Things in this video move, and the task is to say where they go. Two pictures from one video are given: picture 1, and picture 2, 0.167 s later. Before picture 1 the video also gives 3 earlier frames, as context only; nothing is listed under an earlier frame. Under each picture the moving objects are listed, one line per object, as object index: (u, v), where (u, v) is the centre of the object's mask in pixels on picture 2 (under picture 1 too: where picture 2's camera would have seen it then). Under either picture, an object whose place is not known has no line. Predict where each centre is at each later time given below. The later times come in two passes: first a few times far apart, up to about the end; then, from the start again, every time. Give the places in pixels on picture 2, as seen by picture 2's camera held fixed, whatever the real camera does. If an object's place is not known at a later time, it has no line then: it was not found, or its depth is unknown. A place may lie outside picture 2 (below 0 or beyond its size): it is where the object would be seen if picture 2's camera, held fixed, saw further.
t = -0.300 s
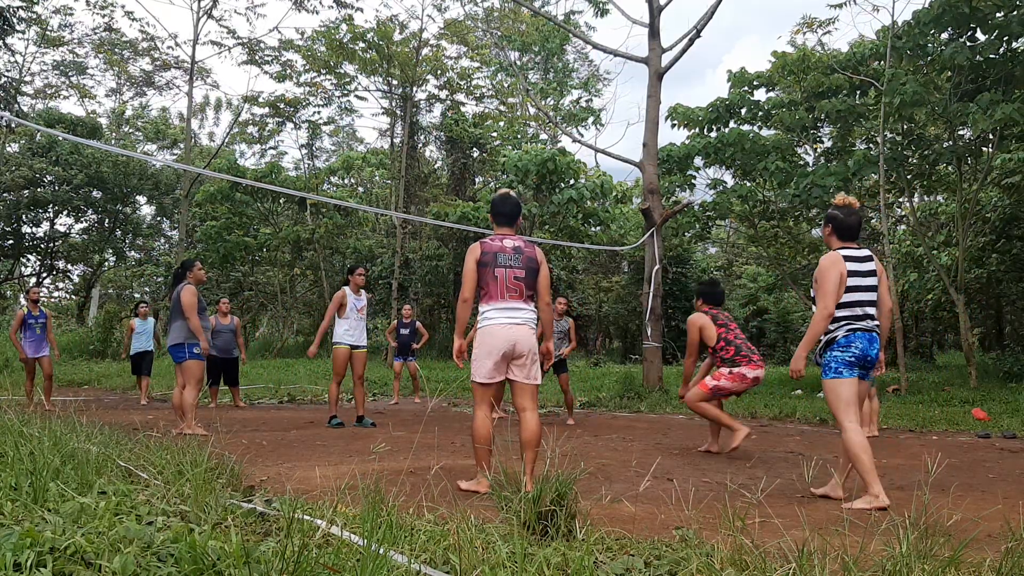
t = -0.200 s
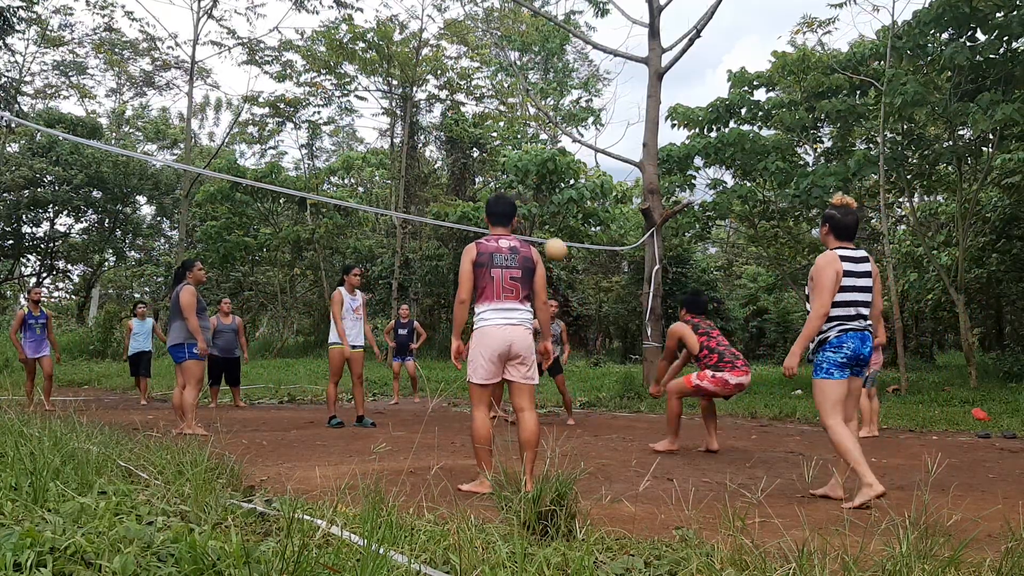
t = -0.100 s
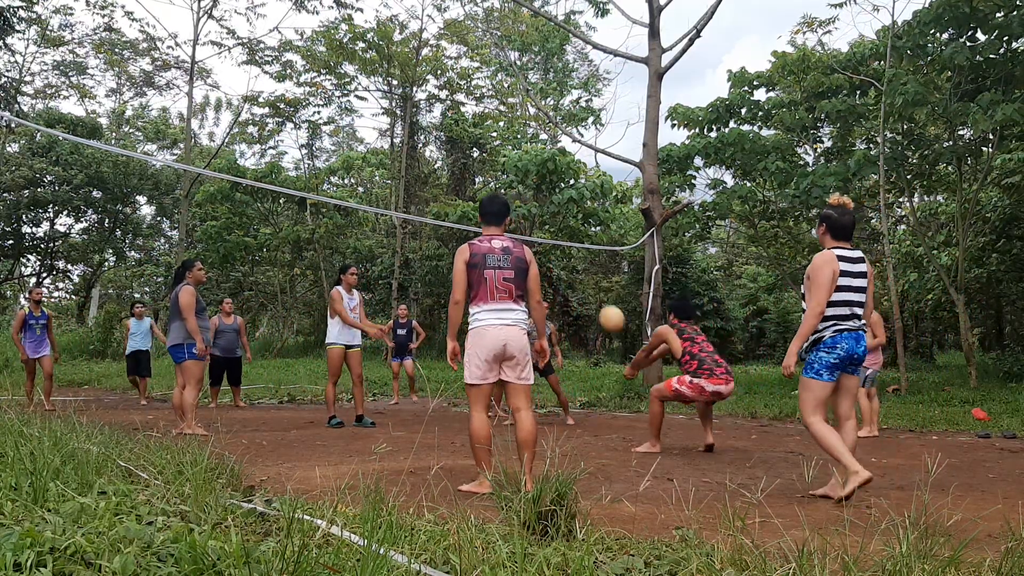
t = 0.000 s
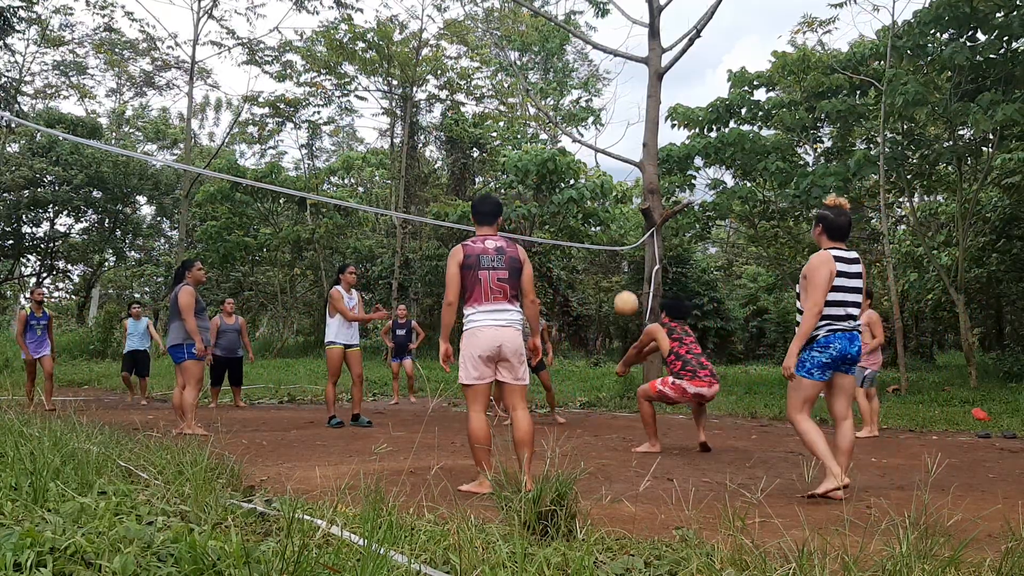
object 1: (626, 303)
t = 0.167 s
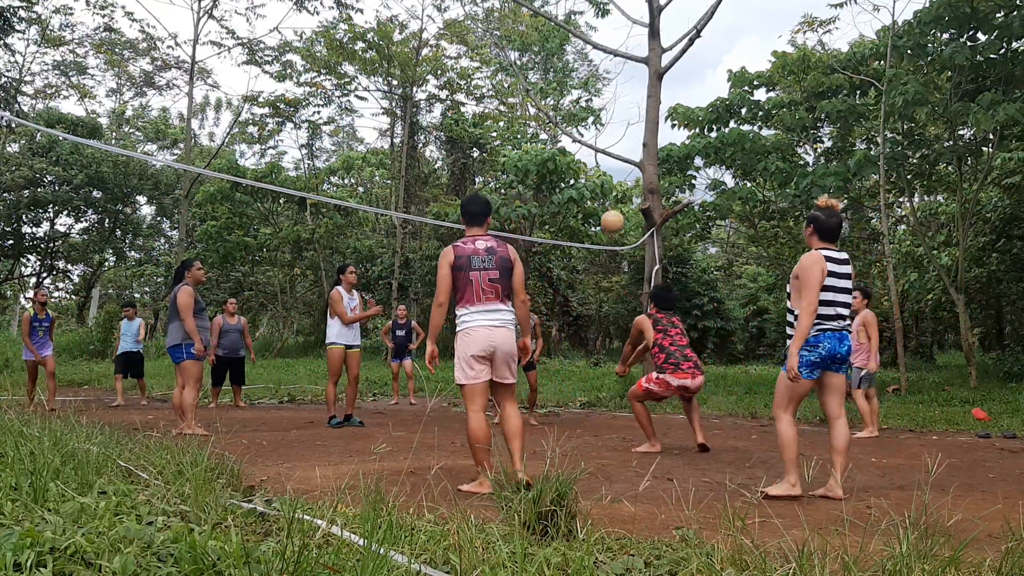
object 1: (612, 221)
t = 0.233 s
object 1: (608, 200)
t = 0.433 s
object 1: (594, 166)
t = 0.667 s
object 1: (581, 178)
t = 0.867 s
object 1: (570, 225)
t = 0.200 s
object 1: (610, 210)
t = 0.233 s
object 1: (608, 200)
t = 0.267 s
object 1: (605, 191)
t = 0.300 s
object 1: (603, 183)
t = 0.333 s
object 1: (600, 177)
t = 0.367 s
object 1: (599, 172)
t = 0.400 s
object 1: (596, 169)
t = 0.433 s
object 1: (594, 166)
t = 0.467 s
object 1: (592, 164)
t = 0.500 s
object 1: (590, 164)
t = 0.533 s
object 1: (589, 165)
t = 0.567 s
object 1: (587, 167)
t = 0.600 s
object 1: (584, 170)
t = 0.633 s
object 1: (583, 173)
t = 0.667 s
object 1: (581, 178)
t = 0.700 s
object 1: (579, 183)
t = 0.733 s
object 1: (577, 189)
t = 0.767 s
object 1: (575, 197)
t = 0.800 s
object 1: (574, 206)
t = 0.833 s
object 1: (572, 215)
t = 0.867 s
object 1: (570, 225)
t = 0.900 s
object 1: (569, 236)
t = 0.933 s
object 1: (566, 247)
